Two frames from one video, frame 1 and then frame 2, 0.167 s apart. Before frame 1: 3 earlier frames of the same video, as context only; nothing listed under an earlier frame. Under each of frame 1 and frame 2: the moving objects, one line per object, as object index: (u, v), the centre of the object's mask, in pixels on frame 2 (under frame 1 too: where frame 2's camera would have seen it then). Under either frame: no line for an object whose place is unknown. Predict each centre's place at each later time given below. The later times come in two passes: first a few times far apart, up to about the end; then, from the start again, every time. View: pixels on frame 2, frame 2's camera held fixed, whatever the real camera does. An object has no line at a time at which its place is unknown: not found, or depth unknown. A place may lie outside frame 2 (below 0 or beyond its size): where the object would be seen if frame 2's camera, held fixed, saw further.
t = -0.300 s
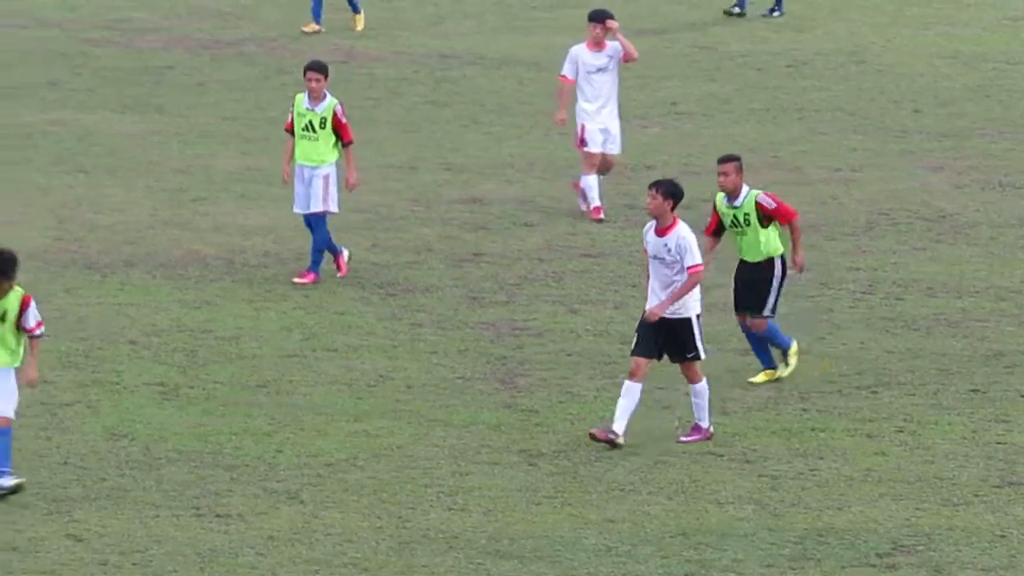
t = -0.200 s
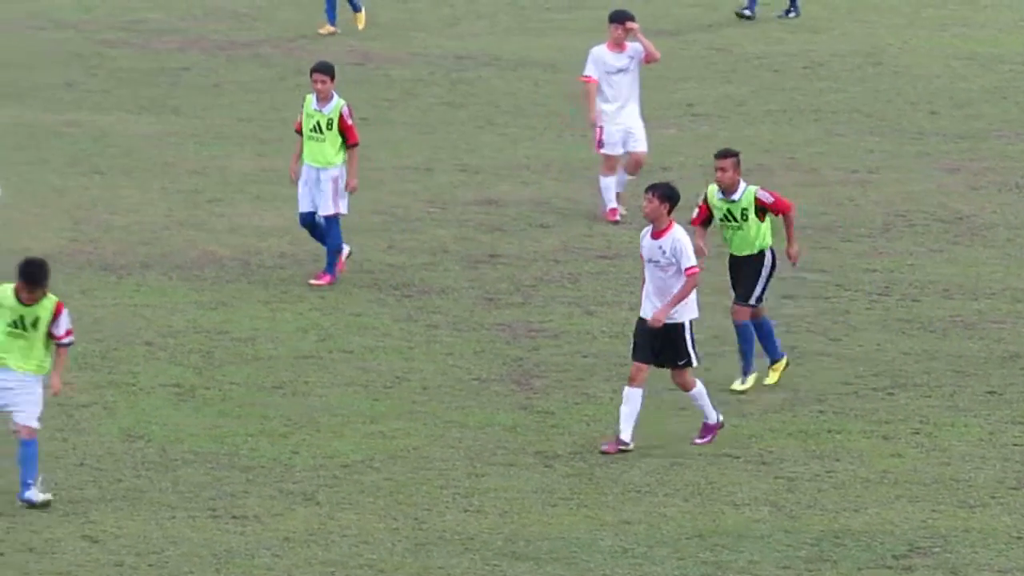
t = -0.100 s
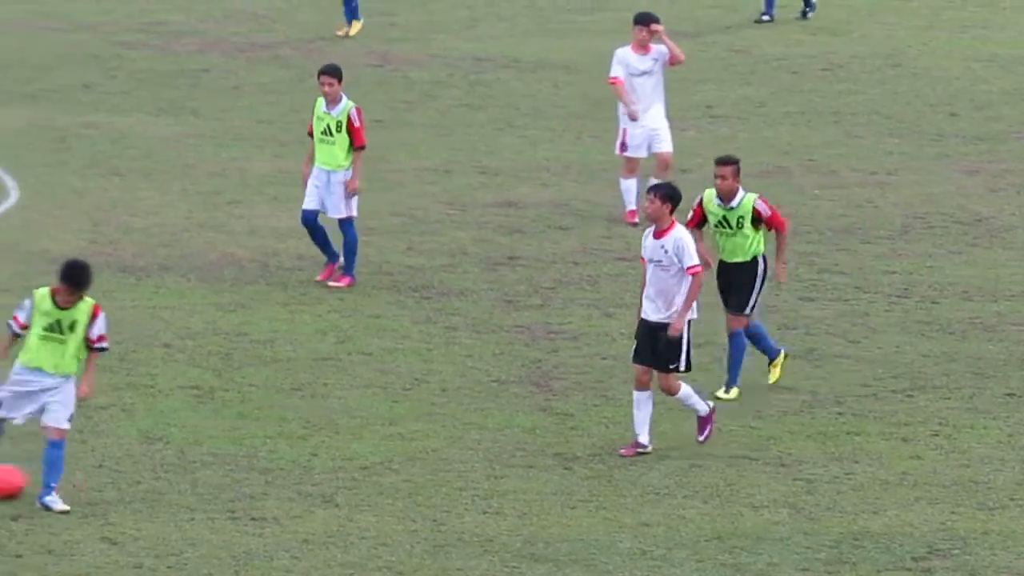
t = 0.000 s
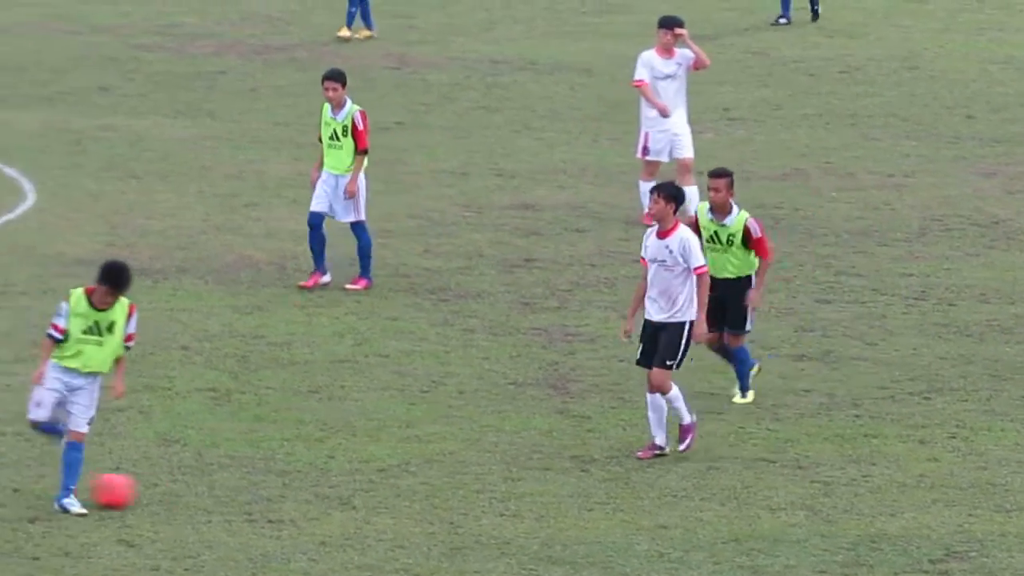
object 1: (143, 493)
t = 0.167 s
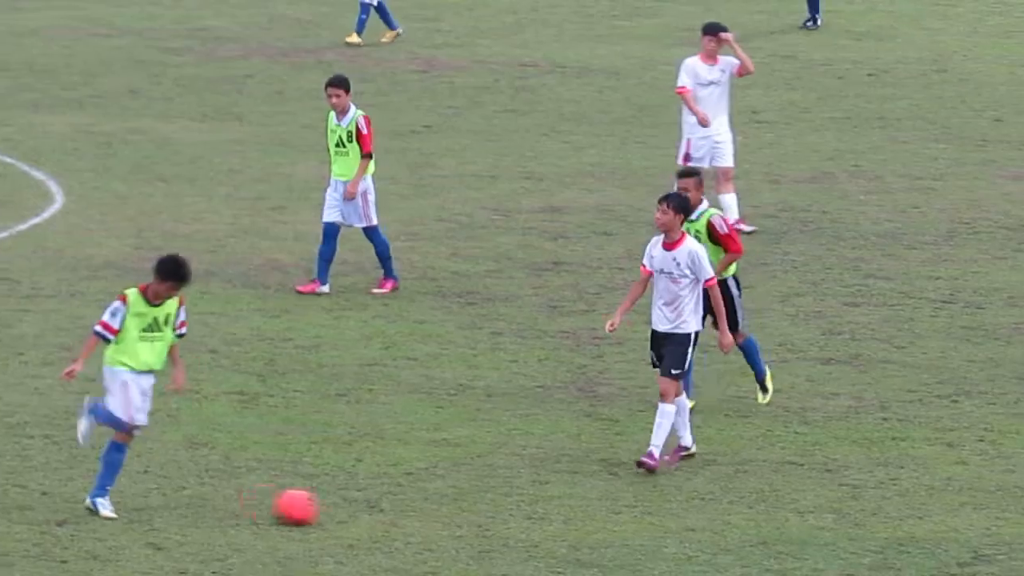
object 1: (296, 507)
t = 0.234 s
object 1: (346, 508)
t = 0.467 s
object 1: (513, 526)
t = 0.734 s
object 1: (692, 538)
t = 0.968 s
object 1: (842, 549)
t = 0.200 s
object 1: (321, 507)
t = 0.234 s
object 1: (346, 508)
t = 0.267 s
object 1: (373, 511)
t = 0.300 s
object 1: (398, 515)
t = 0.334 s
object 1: (422, 516)
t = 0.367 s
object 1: (445, 516)
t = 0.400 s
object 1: (468, 517)
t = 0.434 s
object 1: (491, 521)
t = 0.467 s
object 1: (513, 526)
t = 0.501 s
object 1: (536, 525)
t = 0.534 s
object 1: (557, 525)
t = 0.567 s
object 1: (580, 527)
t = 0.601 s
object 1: (603, 531)
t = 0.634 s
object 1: (626, 536)
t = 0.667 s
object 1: (648, 537)
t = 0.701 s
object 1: (670, 537)
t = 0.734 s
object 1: (692, 538)
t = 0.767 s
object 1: (714, 542)
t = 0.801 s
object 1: (735, 546)
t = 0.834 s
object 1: (758, 545)
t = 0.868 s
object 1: (778, 544)
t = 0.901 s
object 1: (800, 543)
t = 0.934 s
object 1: (821, 546)
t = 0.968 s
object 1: (842, 549)
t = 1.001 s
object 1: (864, 551)
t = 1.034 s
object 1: (884, 550)
